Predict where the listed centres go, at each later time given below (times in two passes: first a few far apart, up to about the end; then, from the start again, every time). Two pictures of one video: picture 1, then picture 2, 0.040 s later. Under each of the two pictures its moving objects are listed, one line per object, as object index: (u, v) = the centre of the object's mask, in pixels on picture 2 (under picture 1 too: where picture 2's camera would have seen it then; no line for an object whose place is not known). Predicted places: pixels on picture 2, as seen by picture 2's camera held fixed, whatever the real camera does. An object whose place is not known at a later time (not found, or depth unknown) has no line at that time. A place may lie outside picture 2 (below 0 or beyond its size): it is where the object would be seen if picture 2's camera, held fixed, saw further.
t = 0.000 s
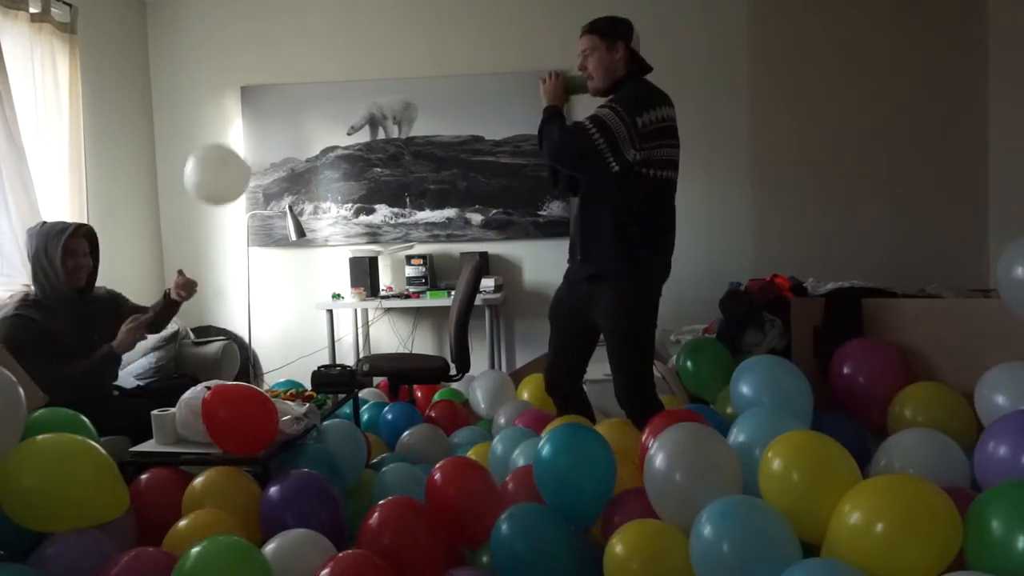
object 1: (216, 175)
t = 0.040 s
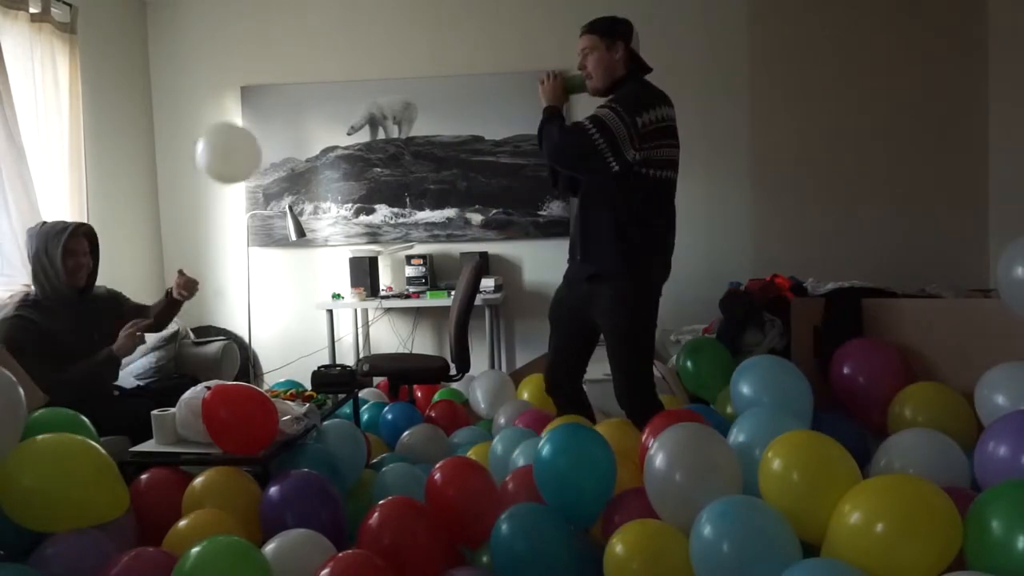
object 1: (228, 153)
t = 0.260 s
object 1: (285, 76)
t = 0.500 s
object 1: (339, 54)
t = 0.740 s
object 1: (370, 71)
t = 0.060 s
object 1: (234, 144)
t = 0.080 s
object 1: (238, 135)
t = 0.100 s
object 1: (243, 128)
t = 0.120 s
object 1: (248, 119)
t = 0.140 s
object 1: (253, 113)
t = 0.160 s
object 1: (259, 106)
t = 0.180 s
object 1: (264, 99)
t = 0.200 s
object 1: (269, 92)
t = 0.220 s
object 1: (274, 86)
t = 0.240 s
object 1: (280, 82)
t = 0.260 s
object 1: (285, 76)
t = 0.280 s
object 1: (290, 73)
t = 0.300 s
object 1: (295, 69)
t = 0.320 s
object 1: (300, 65)
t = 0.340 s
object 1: (304, 62)
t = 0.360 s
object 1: (309, 60)
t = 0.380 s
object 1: (314, 58)
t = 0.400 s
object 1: (318, 57)
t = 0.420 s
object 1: (323, 56)
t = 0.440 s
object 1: (327, 55)
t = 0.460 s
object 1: (331, 55)
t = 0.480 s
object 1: (335, 54)
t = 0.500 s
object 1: (339, 54)
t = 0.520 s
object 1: (342, 55)
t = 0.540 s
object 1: (345, 56)
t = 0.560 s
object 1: (349, 56)
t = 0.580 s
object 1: (351, 57)
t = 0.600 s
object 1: (354, 59)
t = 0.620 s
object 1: (357, 60)
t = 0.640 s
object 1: (359, 62)
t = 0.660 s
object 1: (361, 63)
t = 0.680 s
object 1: (363, 64)
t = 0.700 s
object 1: (365, 66)
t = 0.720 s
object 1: (367, 69)
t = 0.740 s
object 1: (370, 71)
